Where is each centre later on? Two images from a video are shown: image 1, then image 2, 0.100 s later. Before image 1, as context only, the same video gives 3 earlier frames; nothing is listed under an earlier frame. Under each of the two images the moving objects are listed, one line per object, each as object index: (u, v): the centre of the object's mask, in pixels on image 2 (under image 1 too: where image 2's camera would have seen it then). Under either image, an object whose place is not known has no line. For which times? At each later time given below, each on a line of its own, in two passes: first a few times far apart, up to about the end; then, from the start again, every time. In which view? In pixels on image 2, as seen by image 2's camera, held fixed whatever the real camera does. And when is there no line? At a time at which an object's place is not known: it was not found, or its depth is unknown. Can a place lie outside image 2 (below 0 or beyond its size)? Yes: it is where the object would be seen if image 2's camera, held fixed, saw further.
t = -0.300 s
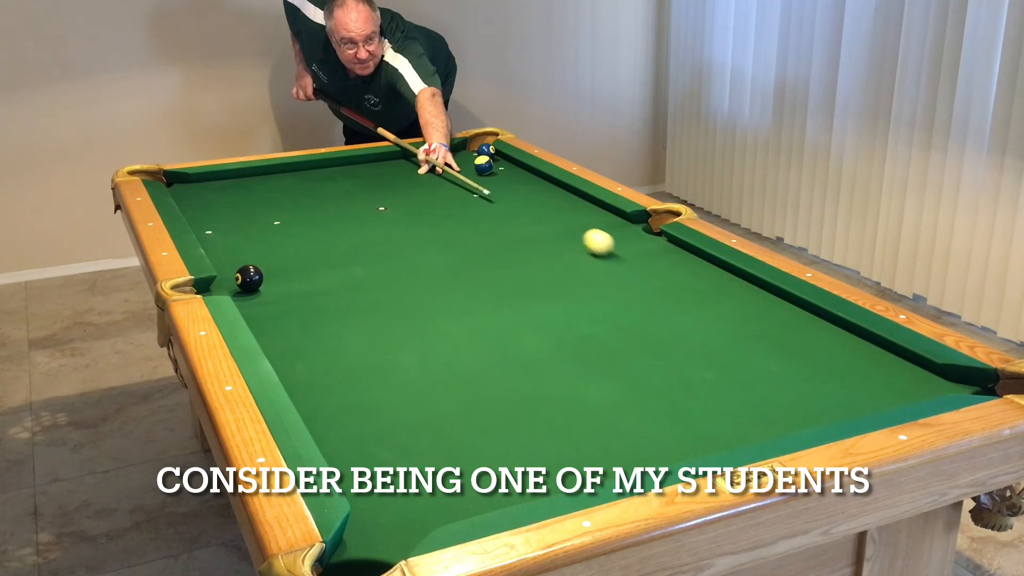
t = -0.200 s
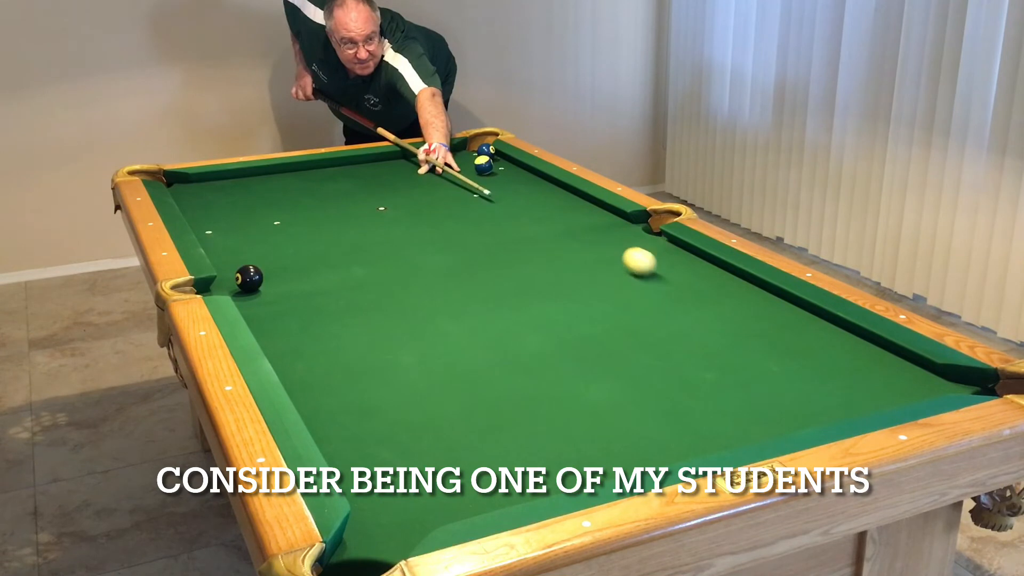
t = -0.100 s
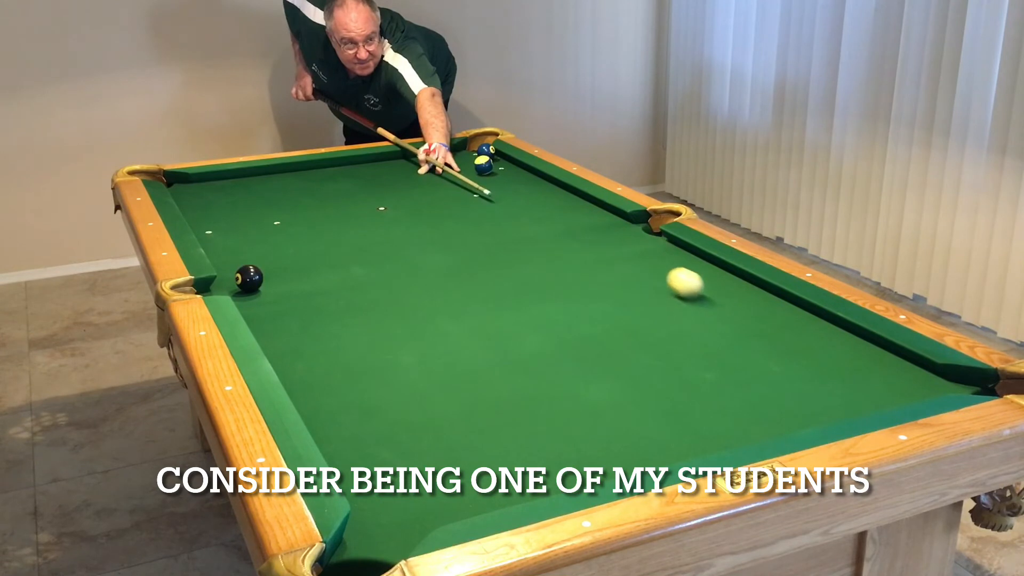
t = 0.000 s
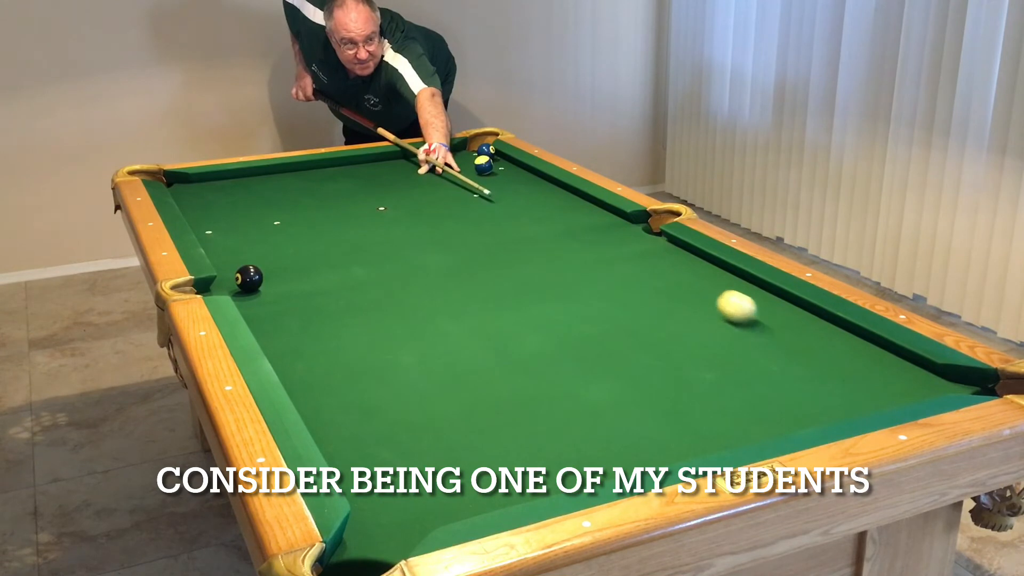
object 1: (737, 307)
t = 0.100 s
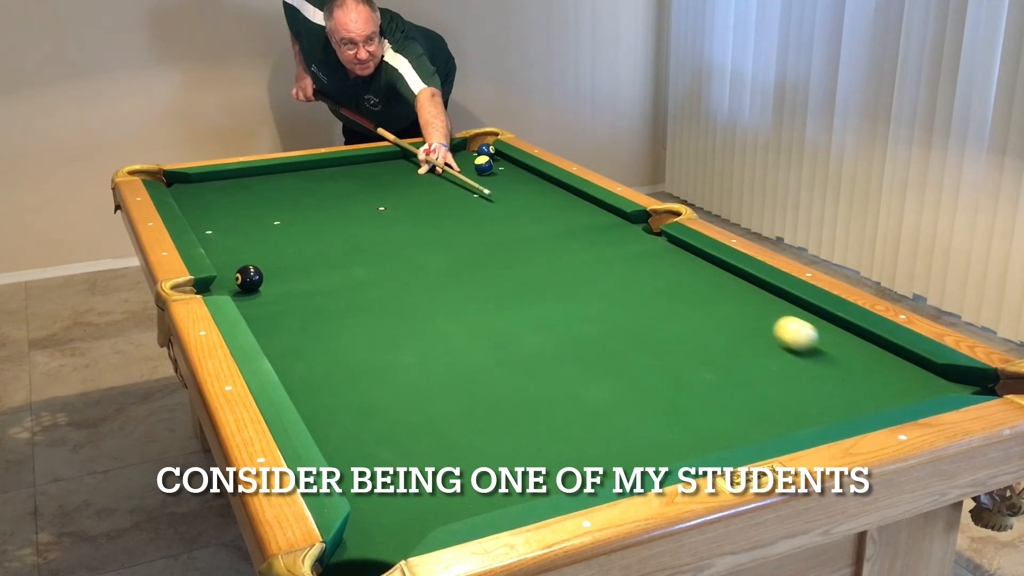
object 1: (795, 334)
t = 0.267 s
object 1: (913, 385)
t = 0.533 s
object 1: (817, 334)
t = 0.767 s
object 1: (755, 298)
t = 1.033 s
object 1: (697, 264)
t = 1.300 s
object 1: (650, 236)
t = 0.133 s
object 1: (817, 344)
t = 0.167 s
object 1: (840, 355)
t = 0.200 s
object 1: (864, 366)
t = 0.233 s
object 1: (889, 377)
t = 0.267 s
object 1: (913, 385)
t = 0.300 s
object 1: (911, 384)
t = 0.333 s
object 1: (894, 377)
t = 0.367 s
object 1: (877, 367)
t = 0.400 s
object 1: (862, 359)
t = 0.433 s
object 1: (849, 352)
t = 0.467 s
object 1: (838, 346)
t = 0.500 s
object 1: (827, 340)
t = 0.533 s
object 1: (817, 334)
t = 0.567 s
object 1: (807, 328)
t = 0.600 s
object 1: (798, 323)
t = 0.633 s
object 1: (789, 318)
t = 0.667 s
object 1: (780, 312)
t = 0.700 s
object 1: (771, 307)
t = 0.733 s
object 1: (763, 302)
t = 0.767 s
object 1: (755, 298)
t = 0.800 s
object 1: (747, 293)
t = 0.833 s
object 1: (739, 288)
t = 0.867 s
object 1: (731, 284)
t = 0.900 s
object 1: (724, 280)
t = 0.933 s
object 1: (717, 276)
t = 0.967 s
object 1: (710, 272)
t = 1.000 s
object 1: (704, 268)
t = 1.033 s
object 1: (697, 264)
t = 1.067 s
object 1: (691, 260)
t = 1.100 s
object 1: (685, 257)
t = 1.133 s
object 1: (678, 253)
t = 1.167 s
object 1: (673, 249)
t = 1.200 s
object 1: (667, 246)
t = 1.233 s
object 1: (661, 243)
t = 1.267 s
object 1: (656, 239)
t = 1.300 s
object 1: (650, 236)
